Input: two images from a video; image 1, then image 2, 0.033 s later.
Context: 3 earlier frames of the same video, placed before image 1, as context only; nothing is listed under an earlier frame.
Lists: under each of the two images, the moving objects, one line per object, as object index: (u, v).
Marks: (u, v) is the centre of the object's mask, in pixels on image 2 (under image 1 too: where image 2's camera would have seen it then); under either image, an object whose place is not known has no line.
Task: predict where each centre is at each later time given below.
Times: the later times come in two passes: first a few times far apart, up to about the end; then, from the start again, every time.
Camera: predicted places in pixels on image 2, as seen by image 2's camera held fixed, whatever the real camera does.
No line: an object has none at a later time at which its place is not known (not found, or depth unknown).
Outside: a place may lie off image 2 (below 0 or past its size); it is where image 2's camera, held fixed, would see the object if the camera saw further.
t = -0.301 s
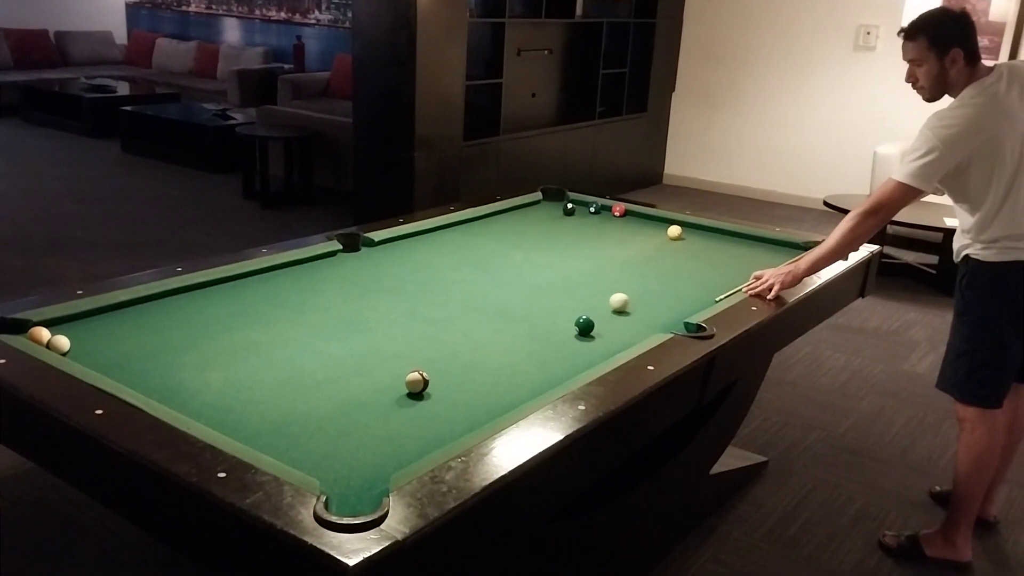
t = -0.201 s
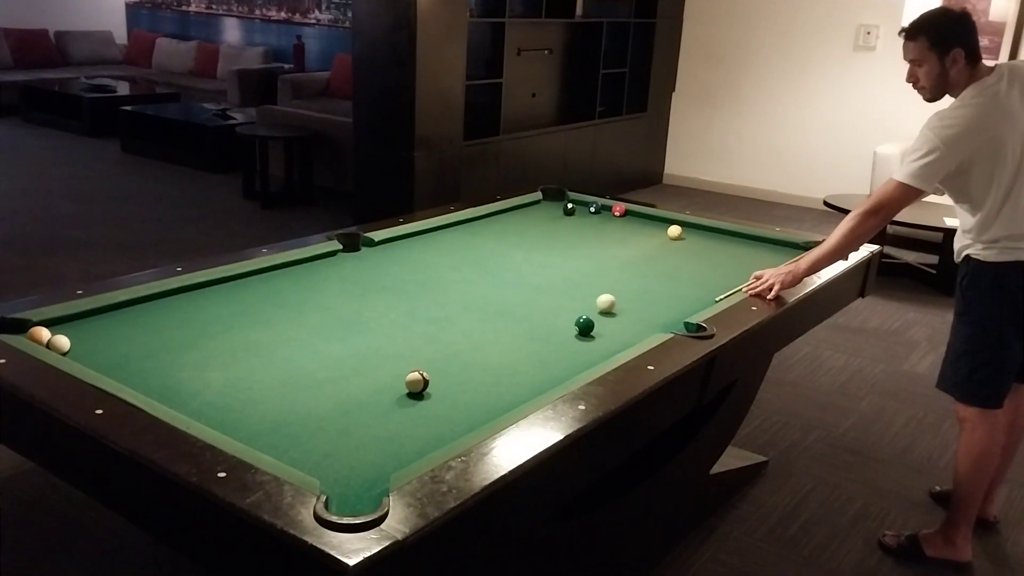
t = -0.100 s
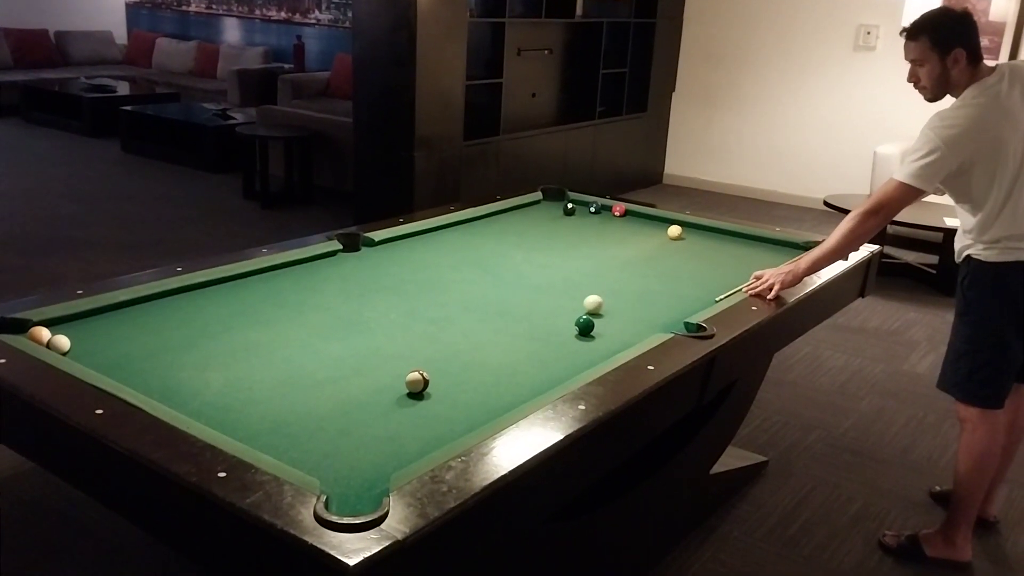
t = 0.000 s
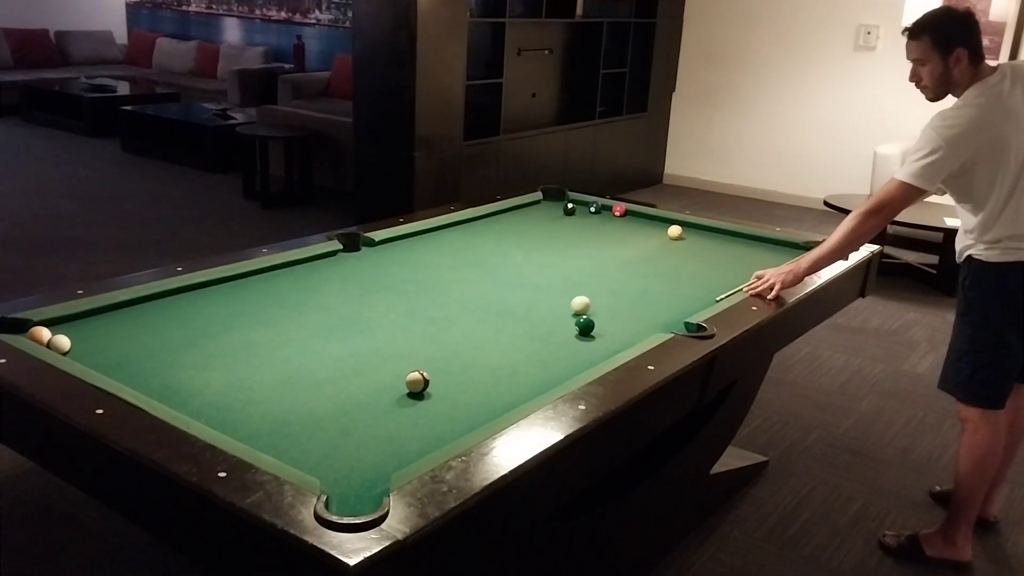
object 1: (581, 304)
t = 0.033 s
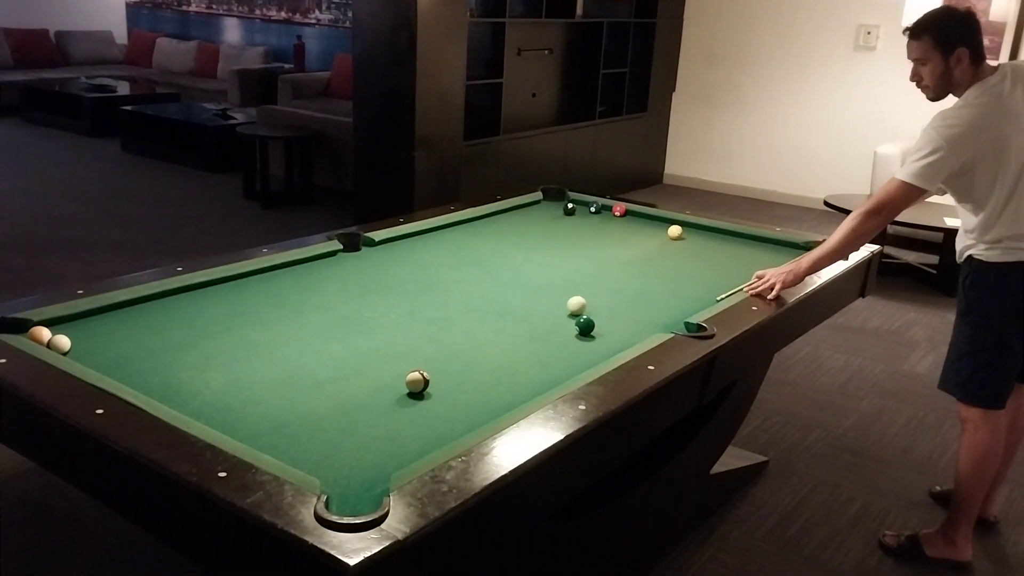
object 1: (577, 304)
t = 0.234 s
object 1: (552, 307)
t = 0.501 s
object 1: (523, 309)
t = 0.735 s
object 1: (499, 311)
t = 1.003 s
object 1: (476, 313)
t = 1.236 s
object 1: (457, 315)
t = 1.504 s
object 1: (440, 316)
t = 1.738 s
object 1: (427, 317)
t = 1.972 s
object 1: (418, 317)
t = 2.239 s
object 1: (412, 317)
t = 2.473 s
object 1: (412, 318)
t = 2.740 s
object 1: (414, 317)
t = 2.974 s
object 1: (416, 317)
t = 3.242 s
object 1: (419, 316)
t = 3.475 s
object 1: (419, 317)
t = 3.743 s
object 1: (419, 317)
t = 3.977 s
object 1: (419, 317)
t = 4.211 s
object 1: (419, 317)
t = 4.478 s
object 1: (420, 317)
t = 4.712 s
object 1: (419, 317)
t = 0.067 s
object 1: (572, 305)
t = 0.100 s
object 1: (568, 305)
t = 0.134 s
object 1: (564, 306)
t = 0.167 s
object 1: (560, 306)
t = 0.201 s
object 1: (556, 307)
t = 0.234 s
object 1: (552, 307)
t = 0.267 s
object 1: (548, 307)
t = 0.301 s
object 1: (545, 308)
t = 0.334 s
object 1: (541, 308)
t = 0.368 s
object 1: (537, 308)
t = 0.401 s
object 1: (534, 309)
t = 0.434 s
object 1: (530, 309)
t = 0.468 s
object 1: (526, 309)
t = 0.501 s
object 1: (523, 309)
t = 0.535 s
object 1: (520, 310)
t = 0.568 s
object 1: (516, 310)
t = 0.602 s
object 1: (513, 311)
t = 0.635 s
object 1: (509, 311)
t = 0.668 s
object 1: (506, 311)
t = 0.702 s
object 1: (502, 311)
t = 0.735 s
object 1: (499, 311)
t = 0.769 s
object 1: (496, 311)
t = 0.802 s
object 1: (493, 312)
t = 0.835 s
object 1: (490, 312)
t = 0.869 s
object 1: (487, 312)
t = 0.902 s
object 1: (484, 313)
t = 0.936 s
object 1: (481, 313)
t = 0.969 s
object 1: (478, 313)
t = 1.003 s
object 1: (476, 313)
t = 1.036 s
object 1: (473, 313)
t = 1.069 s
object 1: (470, 313)
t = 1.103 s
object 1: (467, 314)
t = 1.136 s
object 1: (464, 313)
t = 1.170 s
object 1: (462, 314)
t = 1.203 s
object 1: (459, 314)
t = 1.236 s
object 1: (457, 315)
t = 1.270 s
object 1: (455, 315)
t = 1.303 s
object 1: (452, 315)
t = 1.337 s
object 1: (450, 315)
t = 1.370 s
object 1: (448, 315)
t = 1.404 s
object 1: (446, 315)
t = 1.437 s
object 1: (444, 315)
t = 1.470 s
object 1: (442, 316)
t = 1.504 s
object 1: (440, 316)
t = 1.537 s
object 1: (438, 316)
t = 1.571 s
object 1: (436, 316)
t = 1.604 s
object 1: (434, 316)
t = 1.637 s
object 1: (432, 316)
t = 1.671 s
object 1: (431, 316)
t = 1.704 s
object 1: (429, 316)
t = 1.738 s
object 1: (427, 317)
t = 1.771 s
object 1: (426, 317)
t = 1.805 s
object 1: (424, 317)
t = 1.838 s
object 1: (423, 317)
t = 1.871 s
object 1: (421, 317)
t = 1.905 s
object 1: (420, 317)
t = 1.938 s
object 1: (419, 317)
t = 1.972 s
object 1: (418, 317)
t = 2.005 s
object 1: (417, 317)
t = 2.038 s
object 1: (416, 317)
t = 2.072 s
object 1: (415, 317)
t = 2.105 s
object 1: (414, 317)
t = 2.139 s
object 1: (413, 317)
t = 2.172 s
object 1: (413, 317)
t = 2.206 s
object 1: (412, 317)
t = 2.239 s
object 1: (412, 317)
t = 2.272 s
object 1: (412, 317)
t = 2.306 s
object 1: (412, 317)
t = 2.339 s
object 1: (411, 317)
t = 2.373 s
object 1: (411, 317)
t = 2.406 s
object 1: (412, 317)
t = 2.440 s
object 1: (412, 317)
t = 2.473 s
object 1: (412, 318)
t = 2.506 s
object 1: (412, 317)
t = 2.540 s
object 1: (412, 317)
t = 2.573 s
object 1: (412, 317)
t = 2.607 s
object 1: (413, 317)
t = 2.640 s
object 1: (413, 317)
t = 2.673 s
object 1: (413, 317)
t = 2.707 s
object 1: (413, 317)
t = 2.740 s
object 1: (414, 317)
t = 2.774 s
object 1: (414, 317)
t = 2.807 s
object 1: (414, 317)
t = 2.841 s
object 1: (415, 317)
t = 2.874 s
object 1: (415, 317)
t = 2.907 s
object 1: (415, 317)
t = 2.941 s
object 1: (416, 317)
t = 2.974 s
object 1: (416, 317)
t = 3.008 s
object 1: (416, 317)
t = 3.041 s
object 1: (417, 317)
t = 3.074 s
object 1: (417, 317)
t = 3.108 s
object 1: (418, 317)
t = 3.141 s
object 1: (418, 316)
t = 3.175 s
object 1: (418, 317)
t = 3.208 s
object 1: (419, 316)
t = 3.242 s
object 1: (419, 316)
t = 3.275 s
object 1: (419, 316)
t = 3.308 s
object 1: (420, 316)
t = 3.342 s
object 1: (420, 316)
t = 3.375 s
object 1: (419, 316)
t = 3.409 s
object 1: (420, 316)
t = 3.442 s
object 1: (419, 316)
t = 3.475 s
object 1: (419, 317)
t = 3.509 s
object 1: (419, 317)
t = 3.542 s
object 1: (419, 317)
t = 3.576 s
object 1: (420, 317)
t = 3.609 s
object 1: (419, 317)
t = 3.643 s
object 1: (420, 317)
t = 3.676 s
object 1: (420, 317)
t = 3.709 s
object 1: (419, 317)
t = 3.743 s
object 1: (419, 317)
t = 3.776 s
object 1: (419, 317)
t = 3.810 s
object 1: (420, 316)
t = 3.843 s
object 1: (419, 317)
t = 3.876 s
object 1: (420, 317)
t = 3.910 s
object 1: (419, 317)
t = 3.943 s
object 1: (419, 317)
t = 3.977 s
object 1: (419, 317)
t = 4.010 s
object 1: (419, 317)
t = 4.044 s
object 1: (419, 317)
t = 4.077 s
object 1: (419, 317)
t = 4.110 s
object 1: (420, 317)
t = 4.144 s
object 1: (420, 317)
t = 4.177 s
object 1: (420, 317)
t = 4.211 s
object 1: (419, 317)
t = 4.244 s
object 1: (419, 317)
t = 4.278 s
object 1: (419, 317)
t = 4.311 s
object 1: (419, 317)
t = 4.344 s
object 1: (420, 317)
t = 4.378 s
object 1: (419, 317)
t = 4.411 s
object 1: (419, 317)
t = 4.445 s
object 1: (420, 317)
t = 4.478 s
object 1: (420, 317)
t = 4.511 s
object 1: (420, 317)
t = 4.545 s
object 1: (420, 317)
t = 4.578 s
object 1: (419, 317)
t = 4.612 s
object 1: (420, 317)
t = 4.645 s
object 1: (420, 317)
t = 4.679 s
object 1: (419, 317)
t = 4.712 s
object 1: (419, 317)
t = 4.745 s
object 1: (419, 317)
